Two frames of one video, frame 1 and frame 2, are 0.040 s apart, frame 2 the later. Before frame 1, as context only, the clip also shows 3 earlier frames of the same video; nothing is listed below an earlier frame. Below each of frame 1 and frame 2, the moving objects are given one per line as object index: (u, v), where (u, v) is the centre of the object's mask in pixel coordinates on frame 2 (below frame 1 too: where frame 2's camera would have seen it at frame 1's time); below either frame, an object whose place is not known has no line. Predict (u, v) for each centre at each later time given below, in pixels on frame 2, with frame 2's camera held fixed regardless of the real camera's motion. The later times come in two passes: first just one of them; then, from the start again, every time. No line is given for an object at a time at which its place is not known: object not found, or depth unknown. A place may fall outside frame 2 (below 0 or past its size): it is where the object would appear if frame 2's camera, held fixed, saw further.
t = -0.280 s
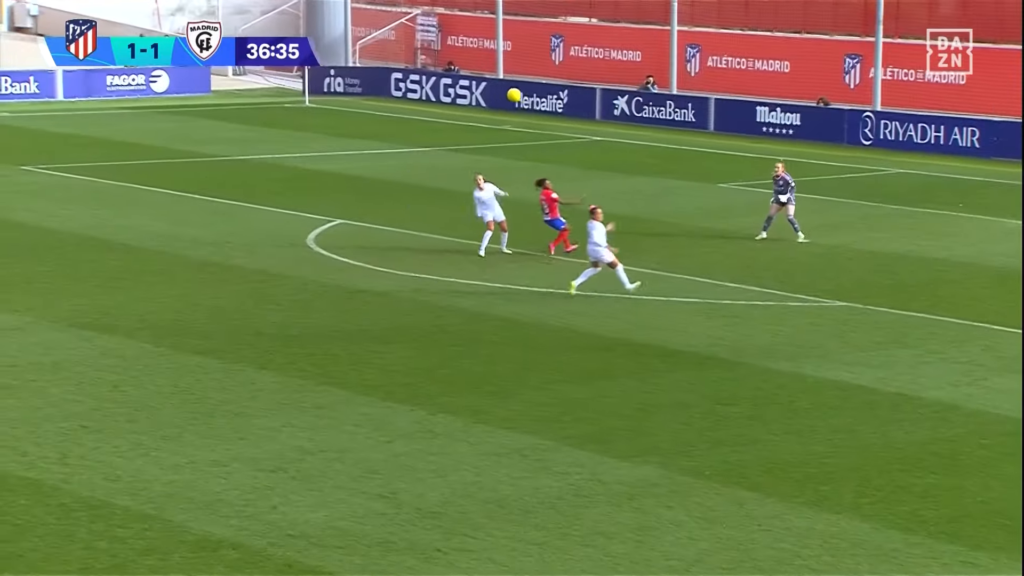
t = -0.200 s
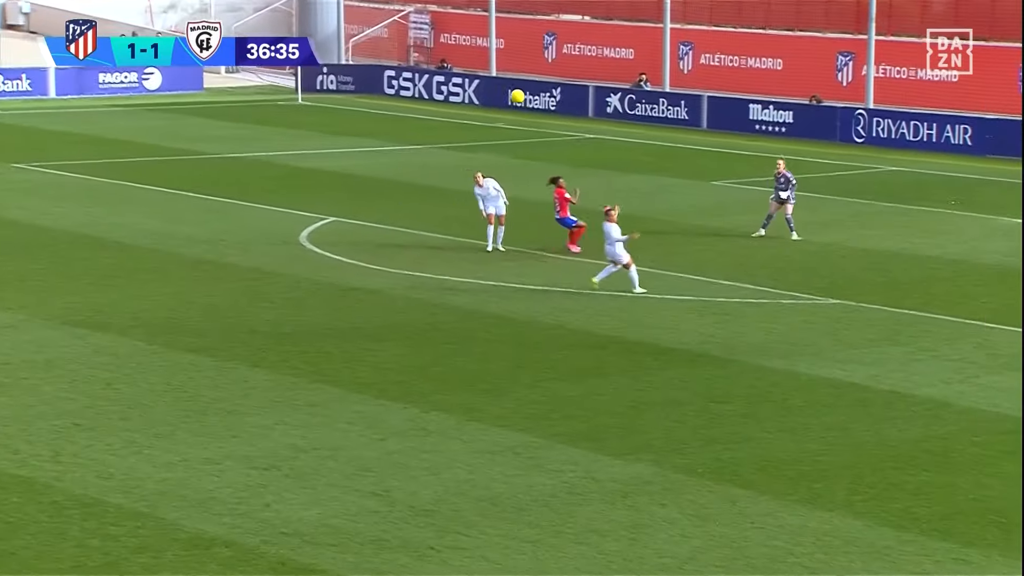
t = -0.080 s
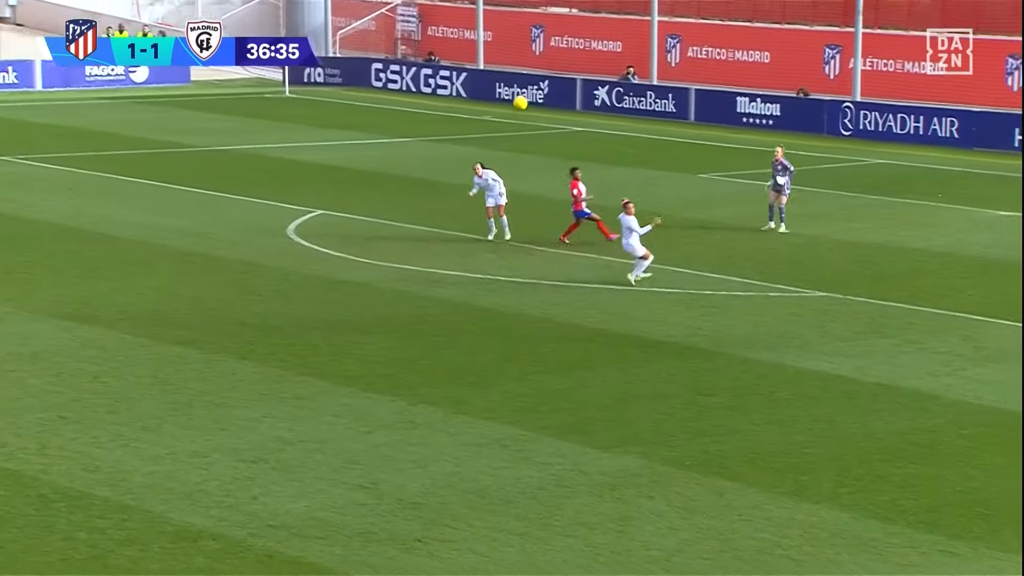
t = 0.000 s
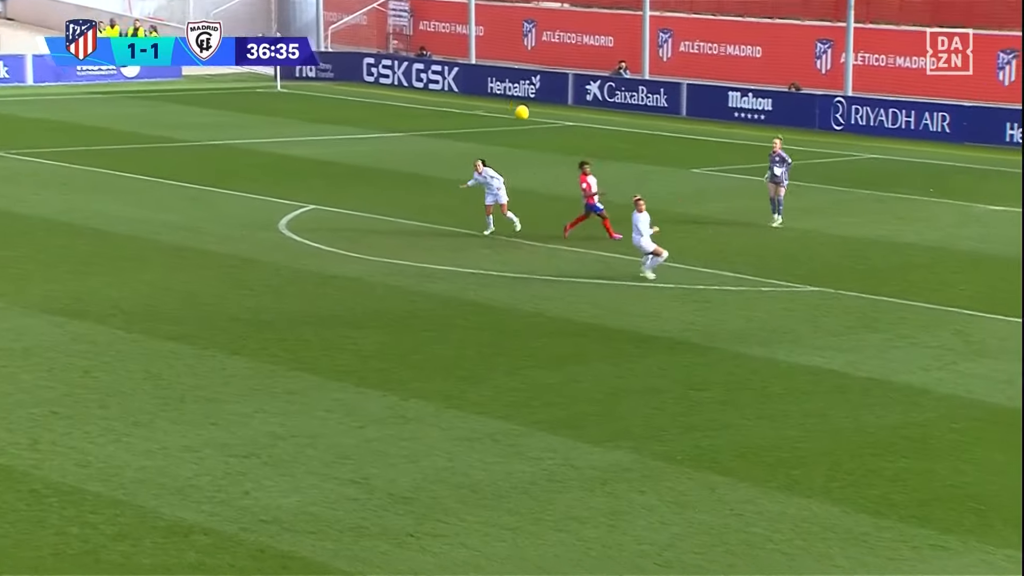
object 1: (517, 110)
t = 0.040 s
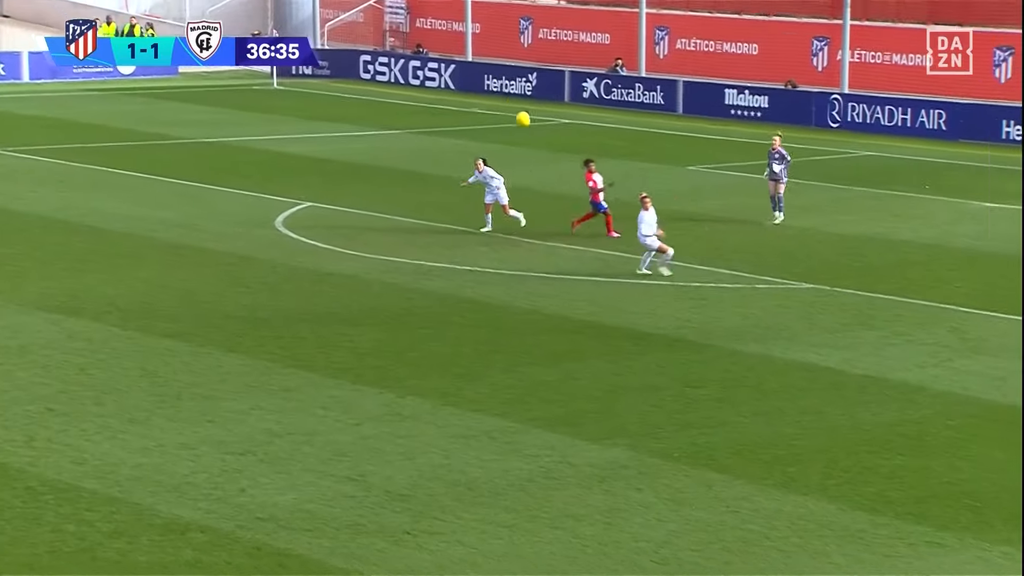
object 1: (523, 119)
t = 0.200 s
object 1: (538, 167)
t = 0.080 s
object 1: (527, 129)
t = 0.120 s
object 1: (531, 141)
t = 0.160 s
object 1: (535, 153)
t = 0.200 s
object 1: (538, 167)
